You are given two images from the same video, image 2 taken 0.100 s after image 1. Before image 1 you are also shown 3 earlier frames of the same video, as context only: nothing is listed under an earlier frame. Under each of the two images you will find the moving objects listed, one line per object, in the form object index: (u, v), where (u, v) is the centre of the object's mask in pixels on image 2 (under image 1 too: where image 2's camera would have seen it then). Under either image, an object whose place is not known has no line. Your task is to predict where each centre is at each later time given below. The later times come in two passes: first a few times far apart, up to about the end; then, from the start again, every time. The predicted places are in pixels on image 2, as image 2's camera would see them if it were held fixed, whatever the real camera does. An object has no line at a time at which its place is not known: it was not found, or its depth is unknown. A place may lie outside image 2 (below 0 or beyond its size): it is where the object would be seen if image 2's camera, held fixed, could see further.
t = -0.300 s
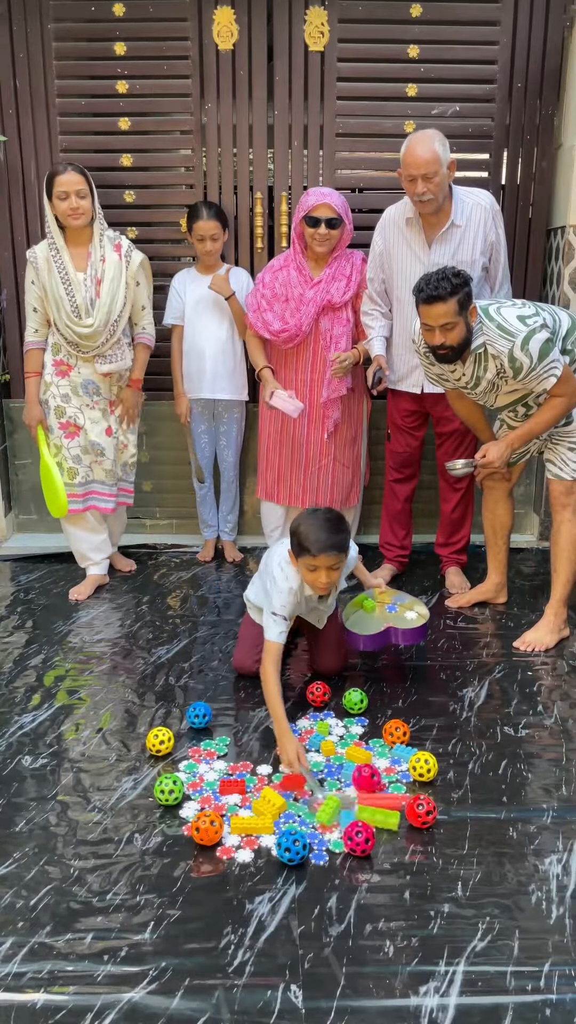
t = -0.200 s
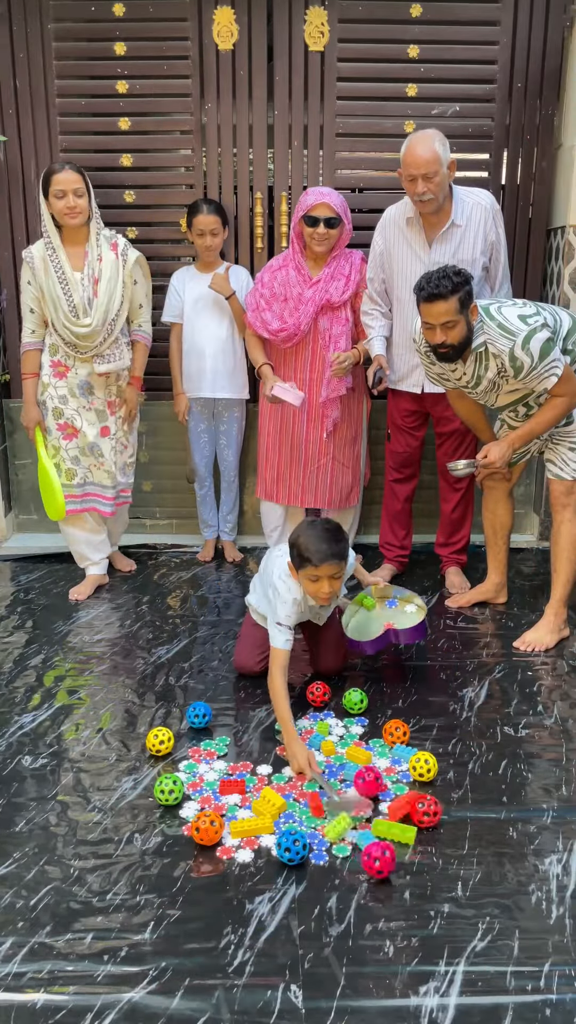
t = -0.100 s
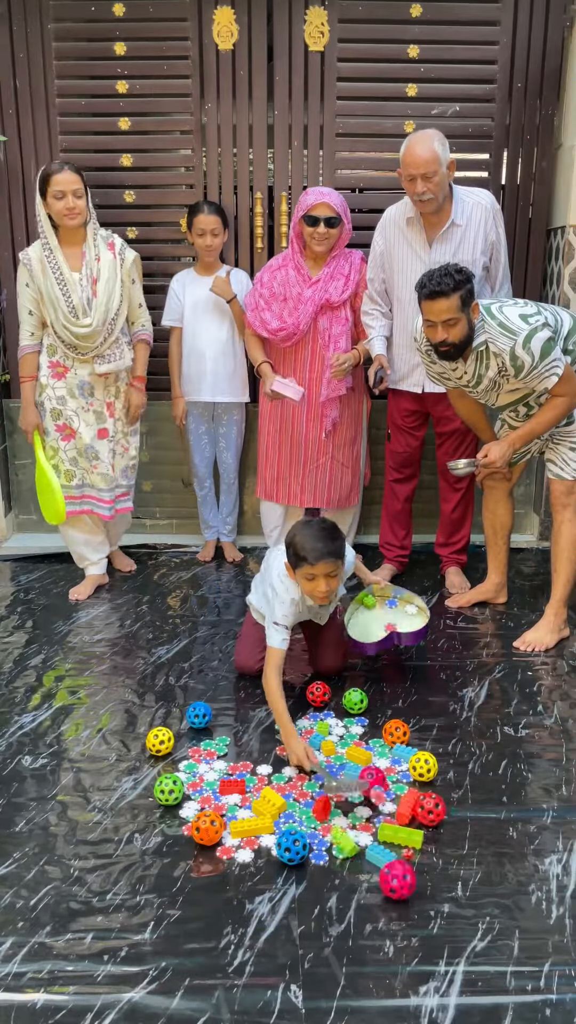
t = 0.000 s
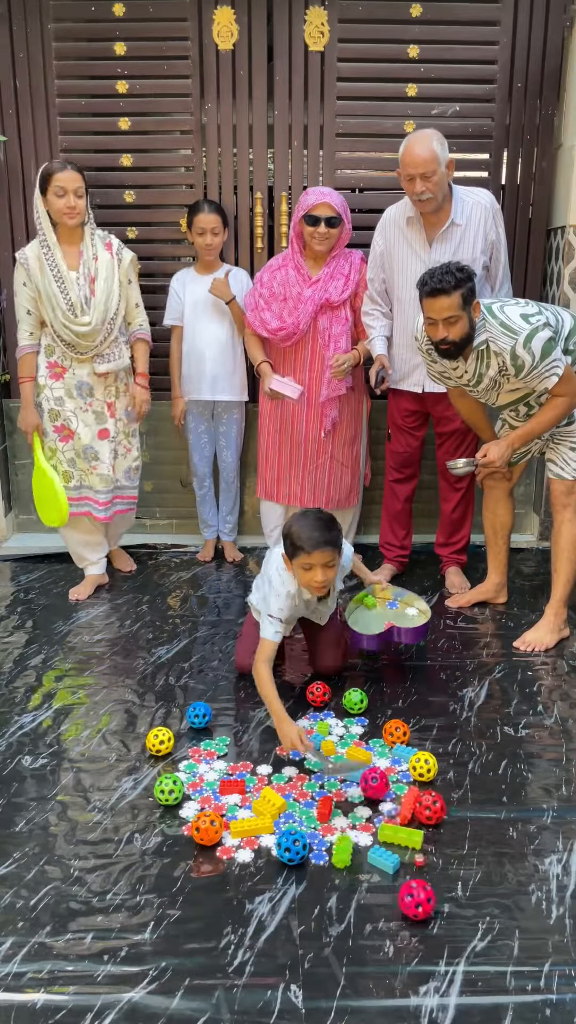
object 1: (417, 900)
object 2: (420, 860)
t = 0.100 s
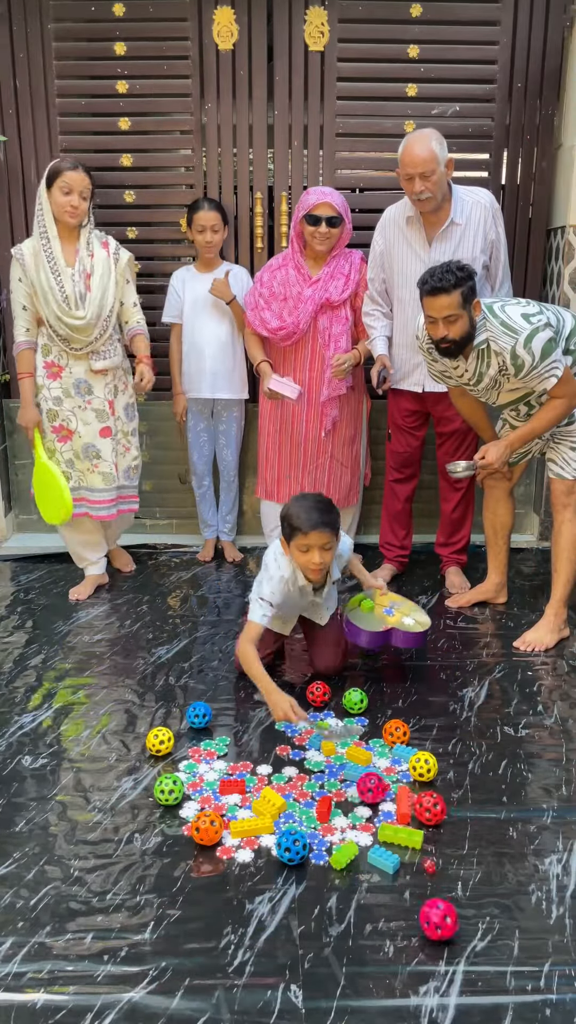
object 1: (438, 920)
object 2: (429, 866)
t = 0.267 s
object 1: (477, 943)
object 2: (445, 879)
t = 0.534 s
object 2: (466, 878)
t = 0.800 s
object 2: (484, 866)
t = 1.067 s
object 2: (486, 854)
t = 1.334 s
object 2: (488, 853)
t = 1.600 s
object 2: (488, 853)
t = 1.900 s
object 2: (488, 853)
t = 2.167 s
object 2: (488, 853)
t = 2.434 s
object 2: (488, 853)
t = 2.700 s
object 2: (488, 853)
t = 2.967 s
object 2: (488, 853)
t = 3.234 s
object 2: (488, 853)
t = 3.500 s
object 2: (488, 853)
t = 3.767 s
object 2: (488, 853)
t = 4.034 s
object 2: (488, 853)
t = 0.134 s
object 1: (446, 923)
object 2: (433, 871)
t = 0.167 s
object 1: (453, 930)
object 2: (437, 873)
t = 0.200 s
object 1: (461, 934)
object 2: (440, 876)
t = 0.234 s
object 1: (469, 938)
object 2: (442, 878)
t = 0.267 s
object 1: (477, 943)
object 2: (445, 879)
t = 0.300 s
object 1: (485, 948)
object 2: (449, 880)
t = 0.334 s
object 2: (452, 881)
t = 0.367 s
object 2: (455, 881)
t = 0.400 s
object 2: (458, 881)
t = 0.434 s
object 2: (461, 880)
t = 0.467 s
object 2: (464, 879)
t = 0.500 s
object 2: (465, 879)
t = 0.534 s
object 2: (466, 878)
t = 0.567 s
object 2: (472, 875)
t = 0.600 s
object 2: (475, 875)
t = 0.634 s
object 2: (479, 874)
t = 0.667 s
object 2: (480, 872)
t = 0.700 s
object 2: (480, 871)
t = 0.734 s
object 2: (481, 869)
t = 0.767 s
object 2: (482, 869)
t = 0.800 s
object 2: (484, 866)
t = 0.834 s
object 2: (485, 865)
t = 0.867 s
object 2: (486, 865)
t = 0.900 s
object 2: (487, 863)
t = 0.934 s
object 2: (487, 861)
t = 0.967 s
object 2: (487, 859)
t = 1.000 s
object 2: (486, 858)
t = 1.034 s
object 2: (485, 856)
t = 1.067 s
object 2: (486, 854)
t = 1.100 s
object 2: (487, 853)
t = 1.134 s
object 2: (488, 853)
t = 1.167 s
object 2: (488, 852)
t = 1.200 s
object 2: (488, 853)
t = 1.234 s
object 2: (488, 852)
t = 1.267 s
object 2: (488, 853)
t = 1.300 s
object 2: (488, 853)
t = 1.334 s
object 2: (488, 853)
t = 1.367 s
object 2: (488, 853)
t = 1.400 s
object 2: (488, 853)
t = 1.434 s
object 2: (488, 853)
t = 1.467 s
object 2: (488, 853)
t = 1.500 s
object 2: (488, 853)
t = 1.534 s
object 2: (488, 853)
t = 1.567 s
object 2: (488, 853)
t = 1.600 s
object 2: (488, 853)
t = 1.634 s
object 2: (488, 853)
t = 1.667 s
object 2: (488, 853)
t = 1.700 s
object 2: (488, 853)
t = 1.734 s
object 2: (488, 853)
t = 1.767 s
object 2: (488, 853)
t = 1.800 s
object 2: (488, 853)
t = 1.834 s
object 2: (488, 853)
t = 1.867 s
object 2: (488, 853)
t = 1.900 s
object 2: (488, 853)
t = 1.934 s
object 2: (488, 853)
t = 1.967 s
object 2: (488, 853)
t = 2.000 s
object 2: (488, 853)
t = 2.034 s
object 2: (488, 853)
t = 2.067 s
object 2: (488, 853)
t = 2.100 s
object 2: (488, 853)
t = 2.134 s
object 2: (488, 853)
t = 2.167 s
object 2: (488, 853)
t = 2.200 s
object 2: (488, 853)
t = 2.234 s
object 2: (488, 853)
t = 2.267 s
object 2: (488, 853)
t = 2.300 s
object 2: (488, 853)
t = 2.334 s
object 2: (488, 853)
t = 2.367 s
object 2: (488, 853)
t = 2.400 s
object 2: (488, 853)
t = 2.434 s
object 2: (488, 853)
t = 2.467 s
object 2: (488, 853)
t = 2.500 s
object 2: (488, 853)
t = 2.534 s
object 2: (488, 853)
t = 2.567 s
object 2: (488, 853)
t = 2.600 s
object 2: (488, 853)
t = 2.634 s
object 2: (488, 853)
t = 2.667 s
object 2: (488, 853)
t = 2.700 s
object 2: (488, 853)
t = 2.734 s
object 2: (488, 853)
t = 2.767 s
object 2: (488, 853)
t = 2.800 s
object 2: (488, 853)
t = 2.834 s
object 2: (488, 853)
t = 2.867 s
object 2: (488, 853)
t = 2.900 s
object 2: (488, 853)
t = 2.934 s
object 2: (488, 853)
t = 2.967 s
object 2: (488, 853)
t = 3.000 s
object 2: (488, 853)
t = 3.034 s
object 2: (488, 853)
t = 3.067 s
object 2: (488, 853)
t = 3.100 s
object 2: (488, 853)
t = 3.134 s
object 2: (488, 853)
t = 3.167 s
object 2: (488, 853)
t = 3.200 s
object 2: (488, 853)
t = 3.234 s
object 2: (488, 853)
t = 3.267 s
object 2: (488, 853)
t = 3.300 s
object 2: (488, 853)
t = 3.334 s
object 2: (488, 853)
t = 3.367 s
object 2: (488, 853)
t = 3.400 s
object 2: (488, 853)
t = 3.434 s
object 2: (488, 853)
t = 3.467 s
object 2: (488, 853)
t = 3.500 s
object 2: (488, 853)
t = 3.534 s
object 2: (488, 853)
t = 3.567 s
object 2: (488, 853)
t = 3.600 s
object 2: (488, 853)
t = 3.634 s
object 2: (488, 853)
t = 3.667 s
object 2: (488, 853)
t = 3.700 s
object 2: (488, 853)
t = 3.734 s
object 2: (488, 853)
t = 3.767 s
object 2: (488, 853)
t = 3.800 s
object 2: (488, 853)
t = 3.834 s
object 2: (488, 853)
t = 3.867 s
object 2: (488, 853)
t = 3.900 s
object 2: (488, 853)
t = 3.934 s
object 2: (488, 853)
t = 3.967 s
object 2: (488, 853)
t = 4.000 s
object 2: (488, 853)
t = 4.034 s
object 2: (488, 853)
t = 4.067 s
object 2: (488, 853)
